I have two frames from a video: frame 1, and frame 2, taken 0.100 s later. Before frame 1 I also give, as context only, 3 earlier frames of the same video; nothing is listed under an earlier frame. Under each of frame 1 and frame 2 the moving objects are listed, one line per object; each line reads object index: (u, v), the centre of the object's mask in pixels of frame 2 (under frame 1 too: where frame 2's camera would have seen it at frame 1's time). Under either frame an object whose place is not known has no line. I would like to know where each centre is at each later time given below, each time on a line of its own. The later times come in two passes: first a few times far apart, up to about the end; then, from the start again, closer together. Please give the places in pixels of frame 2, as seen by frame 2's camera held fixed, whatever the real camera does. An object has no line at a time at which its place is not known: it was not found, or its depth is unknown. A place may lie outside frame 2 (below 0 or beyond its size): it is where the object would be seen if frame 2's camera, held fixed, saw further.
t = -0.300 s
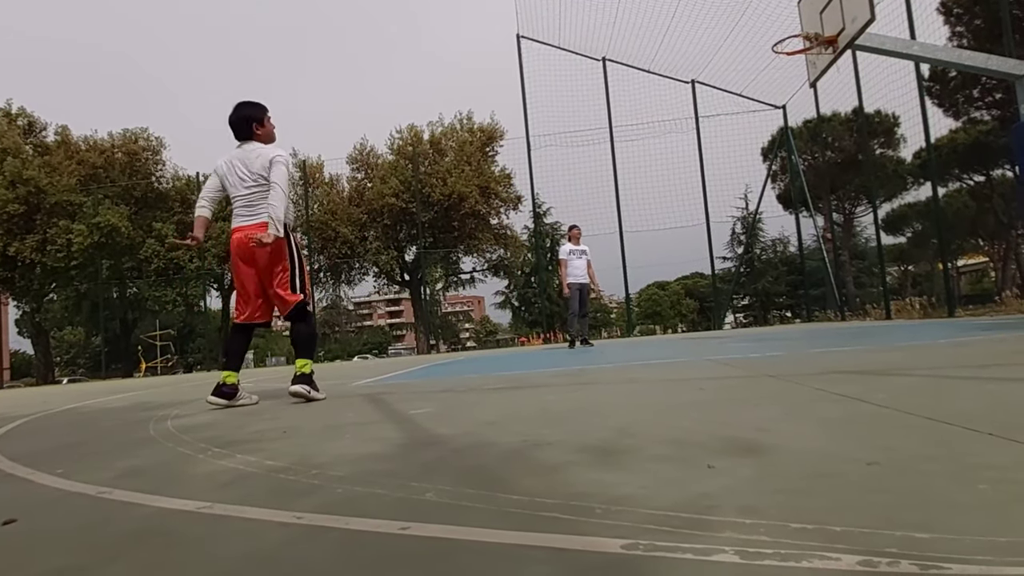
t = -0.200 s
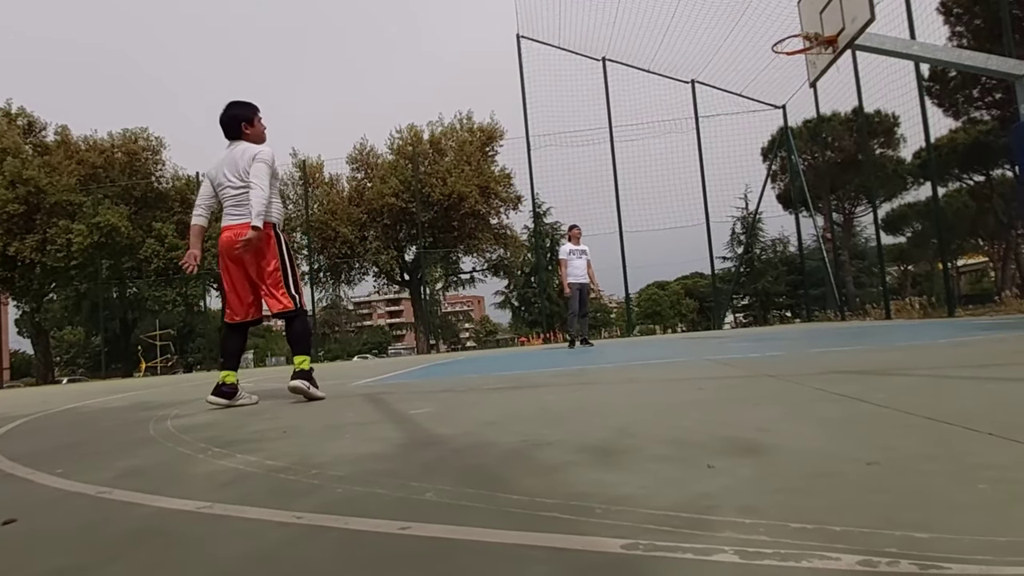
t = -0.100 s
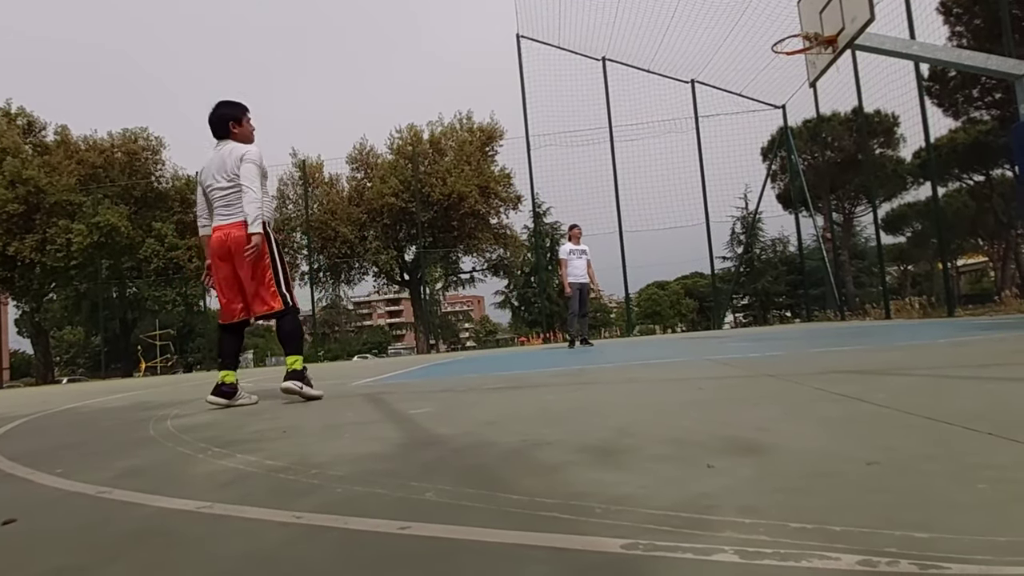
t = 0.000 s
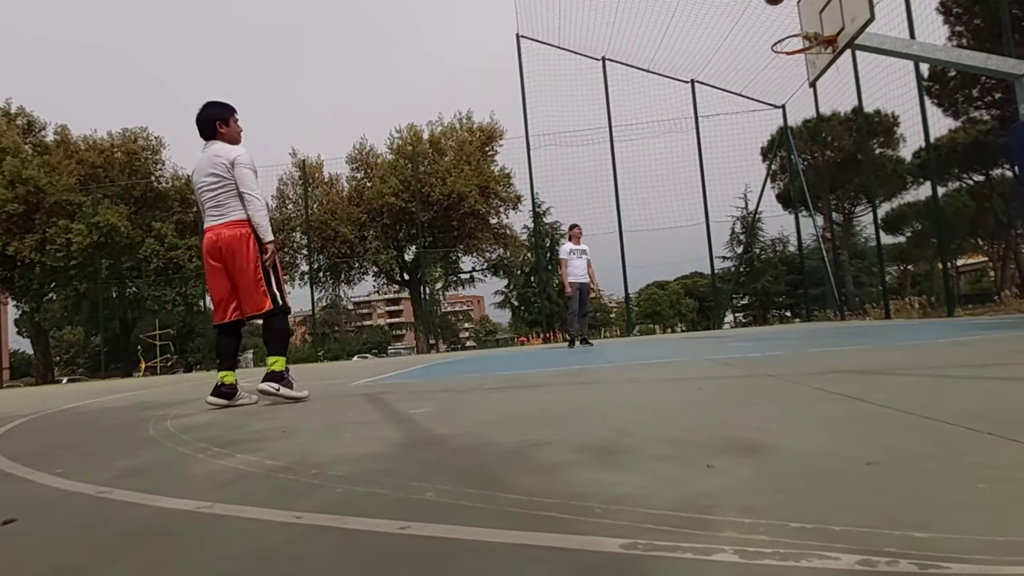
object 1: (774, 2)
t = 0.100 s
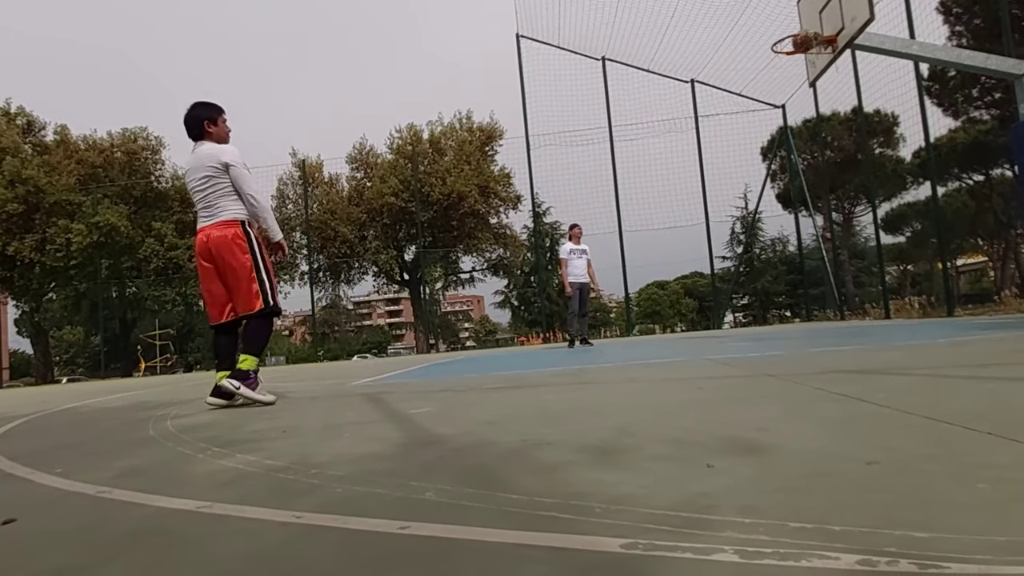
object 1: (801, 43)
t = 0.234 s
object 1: (804, 50)
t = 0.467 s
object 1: (777, 124)
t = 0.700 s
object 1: (754, 253)
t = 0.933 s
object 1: (728, 261)
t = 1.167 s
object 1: (699, 169)
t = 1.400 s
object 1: (676, 128)
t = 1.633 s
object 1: (659, 139)
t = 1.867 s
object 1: (647, 206)
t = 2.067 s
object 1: (641, 311)
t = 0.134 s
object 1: (793, 42)
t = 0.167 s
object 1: (789, 42)
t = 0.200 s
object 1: (798, 45)
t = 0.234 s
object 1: (804, 50)
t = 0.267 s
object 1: (802, 56)
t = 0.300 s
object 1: (797, 65)
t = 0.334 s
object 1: (793, 74)
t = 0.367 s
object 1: (789, 85)
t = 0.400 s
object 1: (785, 97)
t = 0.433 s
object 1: (781, 111)
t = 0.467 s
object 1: (777, 124)
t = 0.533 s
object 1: (770, 155)
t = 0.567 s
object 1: (767, 172)
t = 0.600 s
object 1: (763, 191)
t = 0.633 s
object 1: (760, 210)
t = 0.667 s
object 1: (757, 231)
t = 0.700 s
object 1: (754, 253)
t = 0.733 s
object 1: (751, 277)
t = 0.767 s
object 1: (748, 301)
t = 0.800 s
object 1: (746, 327)
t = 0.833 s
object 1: (742, 315)
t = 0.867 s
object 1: (737, 296)
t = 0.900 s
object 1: (731, 277)
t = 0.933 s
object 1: (728, 261)
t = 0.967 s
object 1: (723, 245)
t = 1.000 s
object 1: (719, 230)
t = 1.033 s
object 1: (715, 215)
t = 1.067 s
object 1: (711, 202)
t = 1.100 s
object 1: (707, 190)
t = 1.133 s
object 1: (703, 179)
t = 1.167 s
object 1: (699, 169)
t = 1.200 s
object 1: (696, 160)
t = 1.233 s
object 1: (692, 152)
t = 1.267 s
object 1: (688, 145)
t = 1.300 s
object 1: (685, 139)
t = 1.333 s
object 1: (682, 134)
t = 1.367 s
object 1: (679, 130)
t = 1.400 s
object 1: (676, 128)
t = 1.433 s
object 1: (673, 126)
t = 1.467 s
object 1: (670, 126)
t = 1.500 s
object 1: (668, 126)
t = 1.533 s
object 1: (665, 128)
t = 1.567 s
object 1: (663, 131)
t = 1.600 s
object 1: (661, 135)
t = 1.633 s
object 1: (659, 139)
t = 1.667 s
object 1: (657, 145)
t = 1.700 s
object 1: (655, 152)
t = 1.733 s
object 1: (653, 161)
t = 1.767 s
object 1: (651, 170)
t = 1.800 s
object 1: (650, 181)
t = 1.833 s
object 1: (648, 193)
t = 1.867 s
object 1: (647, 206)
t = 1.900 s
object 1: (645, 220)
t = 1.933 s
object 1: (644, 236)
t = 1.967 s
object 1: (643, 253)
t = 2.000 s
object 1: (642, 271)
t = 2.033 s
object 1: (642, 289)
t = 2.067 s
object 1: (641, 311)
